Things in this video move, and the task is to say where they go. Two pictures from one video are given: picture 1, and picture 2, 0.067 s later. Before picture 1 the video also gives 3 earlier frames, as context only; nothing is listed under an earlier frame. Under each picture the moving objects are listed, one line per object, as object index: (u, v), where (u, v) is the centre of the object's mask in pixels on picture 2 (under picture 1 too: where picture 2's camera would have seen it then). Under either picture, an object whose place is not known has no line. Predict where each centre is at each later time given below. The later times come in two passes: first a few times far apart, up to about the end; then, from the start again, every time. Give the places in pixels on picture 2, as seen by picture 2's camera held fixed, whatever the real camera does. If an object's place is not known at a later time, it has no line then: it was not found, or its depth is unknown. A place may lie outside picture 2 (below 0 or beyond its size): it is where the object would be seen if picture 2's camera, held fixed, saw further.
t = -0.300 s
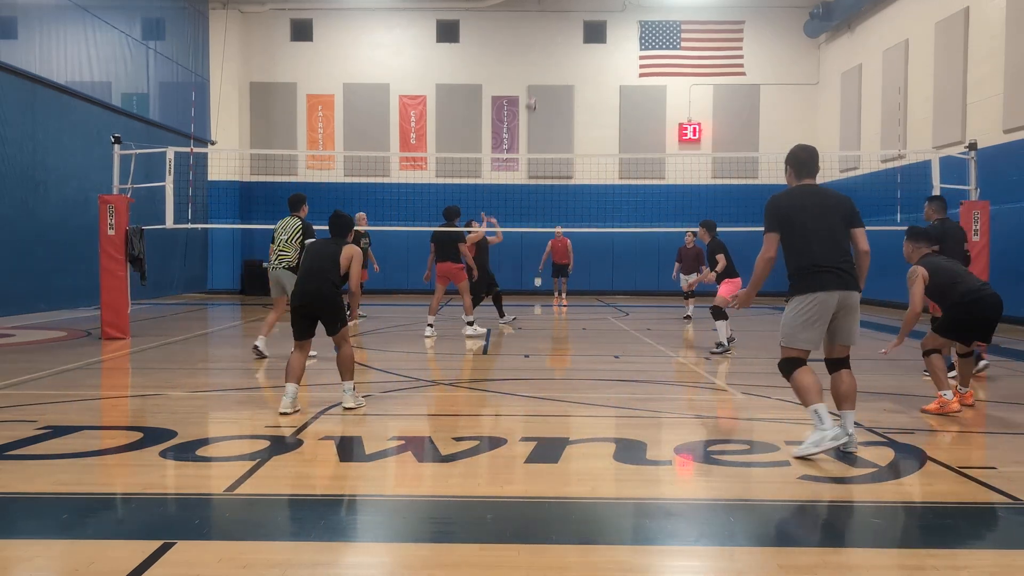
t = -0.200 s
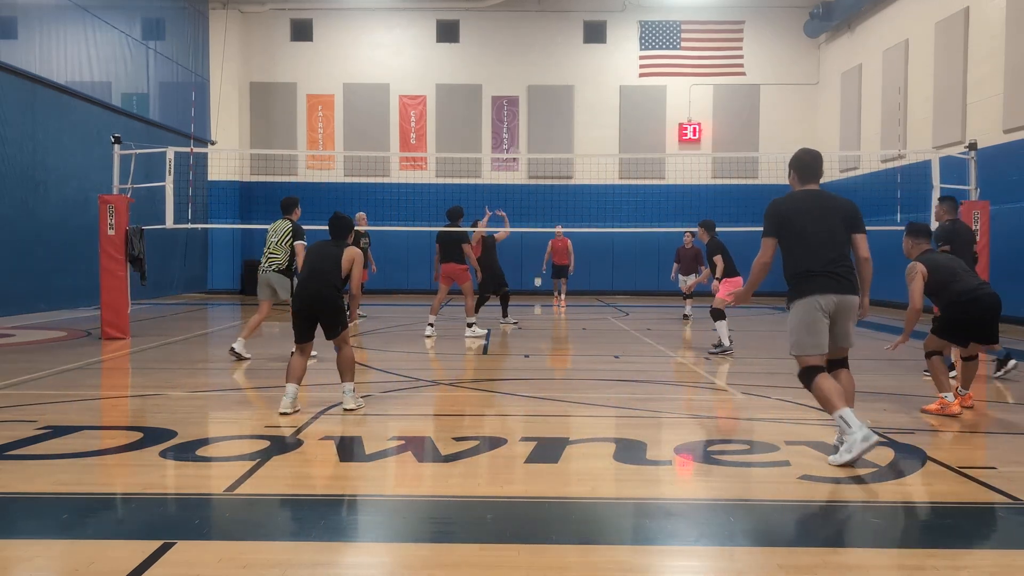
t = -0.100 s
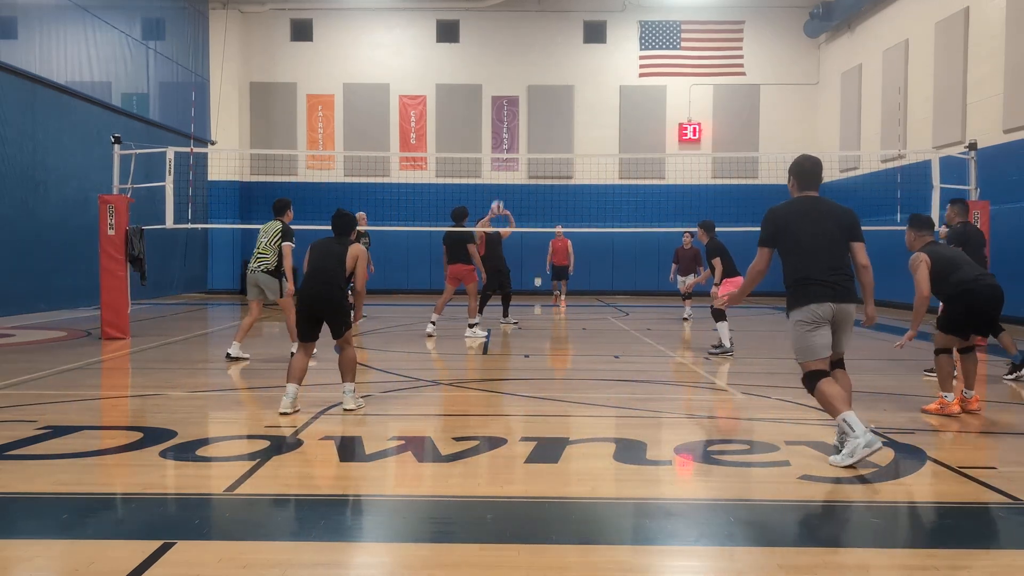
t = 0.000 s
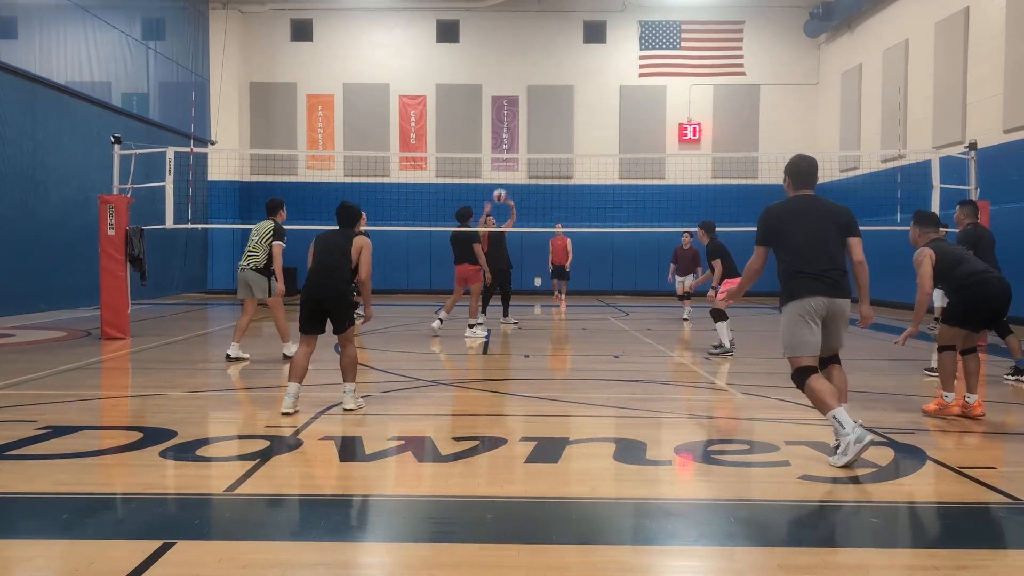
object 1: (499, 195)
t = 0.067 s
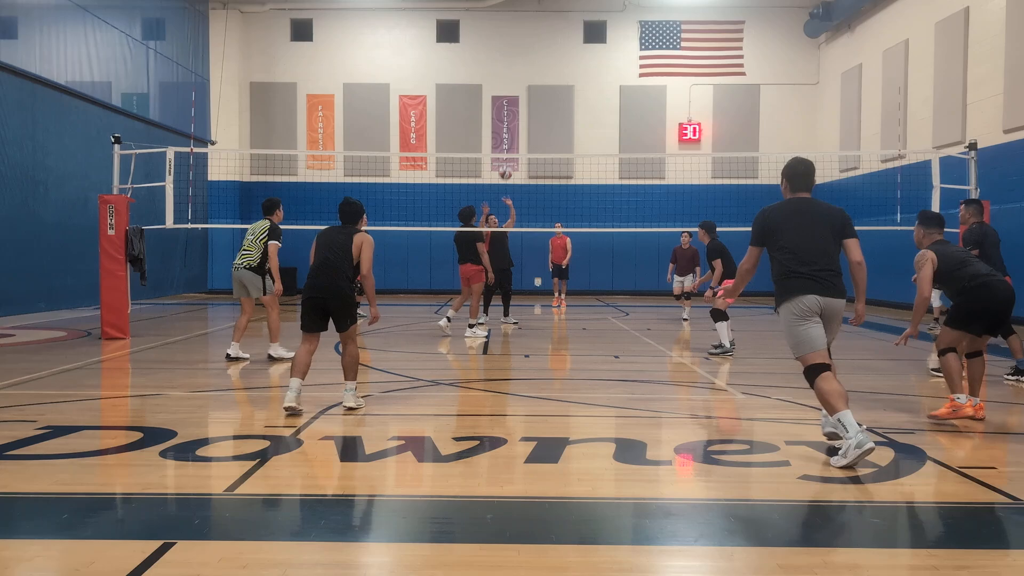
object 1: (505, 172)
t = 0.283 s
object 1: (527, 114)
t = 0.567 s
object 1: (560, 78)
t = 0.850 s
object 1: (598, 109)
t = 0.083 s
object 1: (507, 167)
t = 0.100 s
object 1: (508, 163)
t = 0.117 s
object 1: (509, 157)
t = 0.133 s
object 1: (511, 149)
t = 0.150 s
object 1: (513, 146)
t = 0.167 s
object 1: (515, 142)
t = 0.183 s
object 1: (516, 138)
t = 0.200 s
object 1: (518, 134)
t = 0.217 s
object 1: (520, 130)
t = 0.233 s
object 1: (521, 125)
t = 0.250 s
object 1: (523, 121)
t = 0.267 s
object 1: (525, 117)
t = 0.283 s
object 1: (527, 114)
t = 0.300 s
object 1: (529, 110)
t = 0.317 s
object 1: (530, 107)
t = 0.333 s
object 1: (532, 103)
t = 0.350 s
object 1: (534, 100)
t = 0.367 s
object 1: (536, 97)
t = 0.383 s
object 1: (538, 94)
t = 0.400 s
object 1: (540, 92)
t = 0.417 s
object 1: (542, 90)
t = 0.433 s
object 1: (544, 88)
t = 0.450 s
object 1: (546, 86)
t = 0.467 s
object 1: (548, 84)
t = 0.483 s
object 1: (549, 83)
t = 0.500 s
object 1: (551, 81)
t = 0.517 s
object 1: (553, 80)
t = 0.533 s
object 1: (556, 79)
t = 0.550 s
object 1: (558, 78)
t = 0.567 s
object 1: (560, 78)
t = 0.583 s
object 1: (561, 78)
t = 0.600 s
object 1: (564, 78)
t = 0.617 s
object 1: (566, 78)
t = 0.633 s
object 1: (568, 79)
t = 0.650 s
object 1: (570, 79)
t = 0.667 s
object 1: (572, 81)
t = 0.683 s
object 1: (574, 82)
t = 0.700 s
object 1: (577, 83)
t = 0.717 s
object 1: (579, 85)
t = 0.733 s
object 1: (581, 87)
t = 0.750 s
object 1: (583, 89)
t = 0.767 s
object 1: (586, 92)
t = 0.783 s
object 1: (588, 95)
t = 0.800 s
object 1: (590, 98)
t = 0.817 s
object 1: (593, 102)
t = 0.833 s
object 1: (595, 105)
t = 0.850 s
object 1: (598, 109)
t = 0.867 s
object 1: (600, 114)
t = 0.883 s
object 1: (602, 118)
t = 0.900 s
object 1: (605, 124)
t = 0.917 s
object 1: (608, 129)
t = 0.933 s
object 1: (610, 135)
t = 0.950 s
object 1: (613, 141)
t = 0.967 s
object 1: (615, 146)
